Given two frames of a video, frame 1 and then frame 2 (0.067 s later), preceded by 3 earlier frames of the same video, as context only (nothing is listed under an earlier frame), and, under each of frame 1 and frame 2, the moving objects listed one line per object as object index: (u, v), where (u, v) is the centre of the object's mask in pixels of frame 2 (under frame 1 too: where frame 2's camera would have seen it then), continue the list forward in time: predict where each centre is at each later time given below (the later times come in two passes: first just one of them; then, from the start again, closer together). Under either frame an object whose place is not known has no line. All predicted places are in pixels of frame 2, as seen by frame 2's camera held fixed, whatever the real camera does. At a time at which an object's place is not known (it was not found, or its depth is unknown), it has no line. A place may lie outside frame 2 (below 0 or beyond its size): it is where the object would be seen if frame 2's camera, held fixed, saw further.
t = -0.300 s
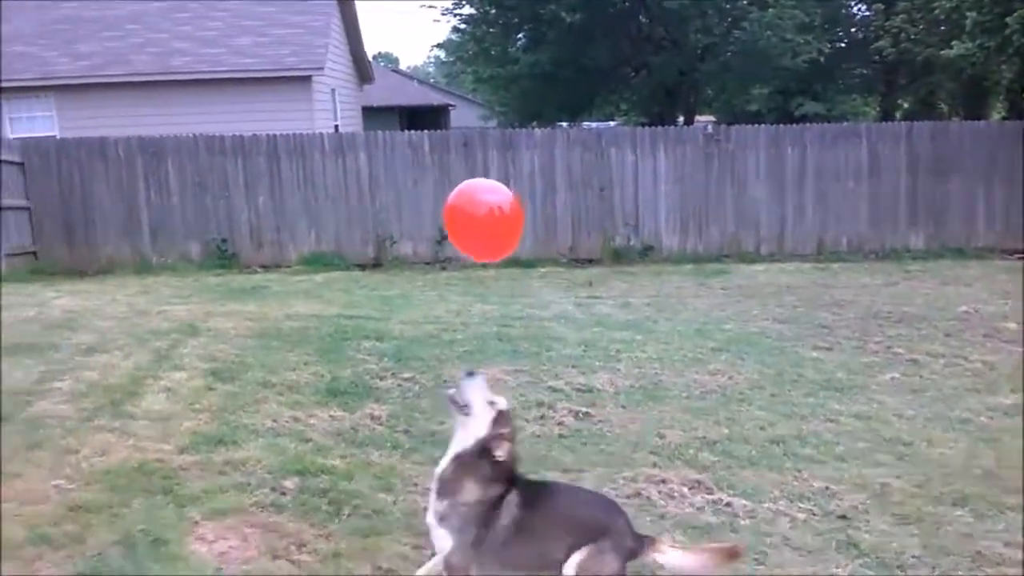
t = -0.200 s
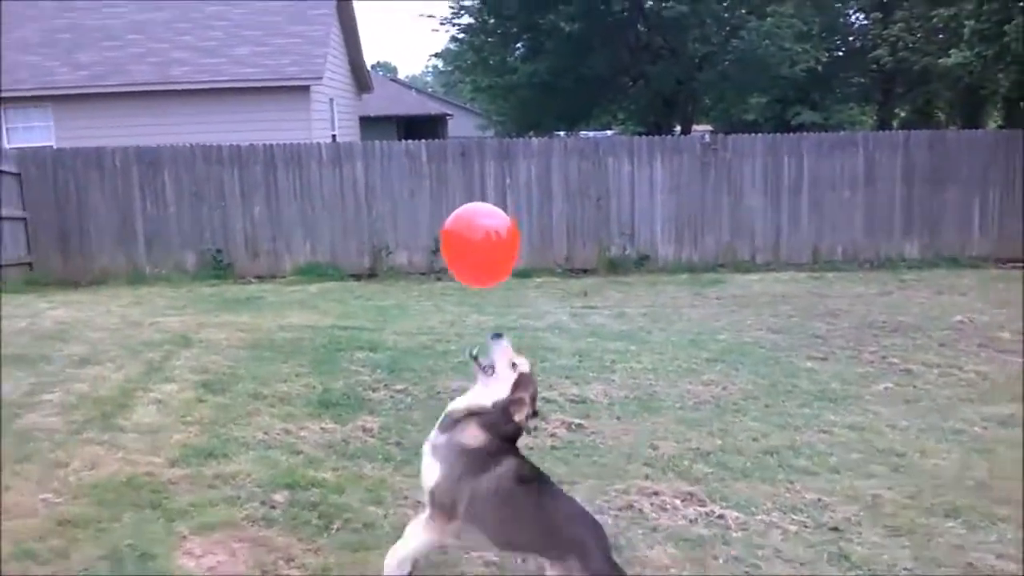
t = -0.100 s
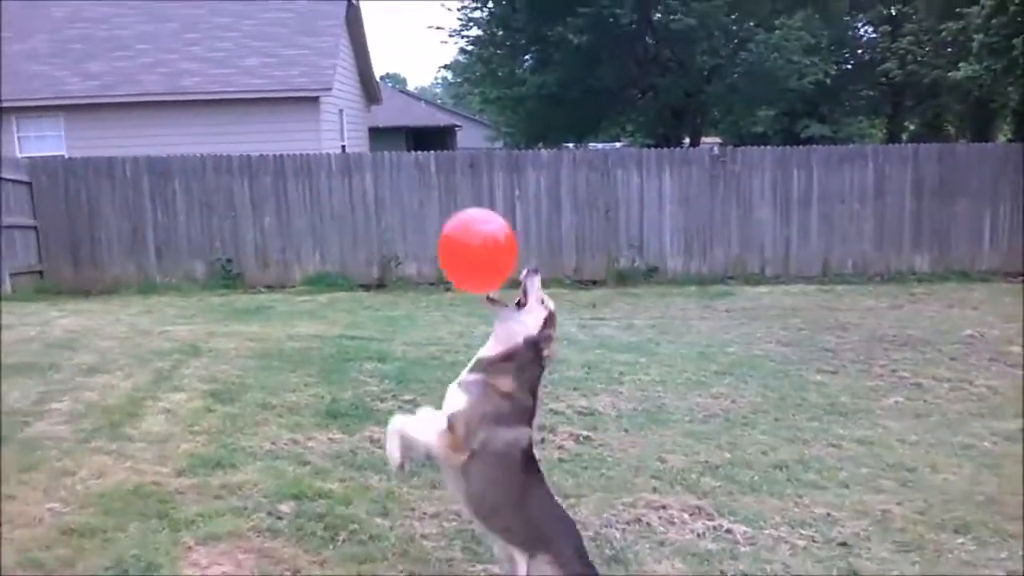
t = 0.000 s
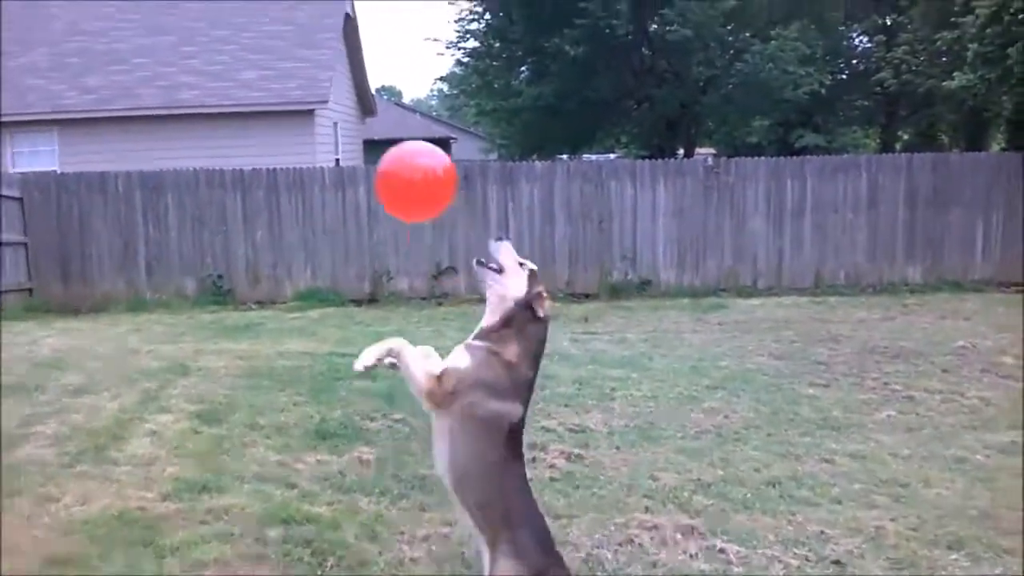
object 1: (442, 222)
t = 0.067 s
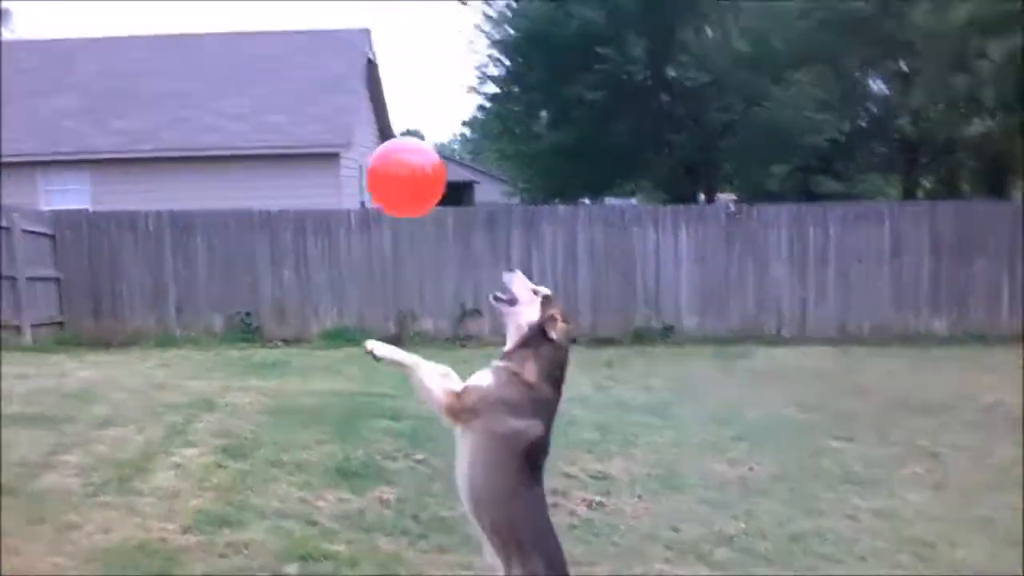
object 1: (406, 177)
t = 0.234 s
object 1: (331, 91)
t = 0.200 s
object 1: (340, 102)
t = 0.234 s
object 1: (331, 91)
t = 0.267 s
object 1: (314, 77)
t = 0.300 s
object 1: (301, 64)
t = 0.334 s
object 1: (290, 56)
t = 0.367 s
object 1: (276, 44)
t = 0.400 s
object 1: (266, 38)
